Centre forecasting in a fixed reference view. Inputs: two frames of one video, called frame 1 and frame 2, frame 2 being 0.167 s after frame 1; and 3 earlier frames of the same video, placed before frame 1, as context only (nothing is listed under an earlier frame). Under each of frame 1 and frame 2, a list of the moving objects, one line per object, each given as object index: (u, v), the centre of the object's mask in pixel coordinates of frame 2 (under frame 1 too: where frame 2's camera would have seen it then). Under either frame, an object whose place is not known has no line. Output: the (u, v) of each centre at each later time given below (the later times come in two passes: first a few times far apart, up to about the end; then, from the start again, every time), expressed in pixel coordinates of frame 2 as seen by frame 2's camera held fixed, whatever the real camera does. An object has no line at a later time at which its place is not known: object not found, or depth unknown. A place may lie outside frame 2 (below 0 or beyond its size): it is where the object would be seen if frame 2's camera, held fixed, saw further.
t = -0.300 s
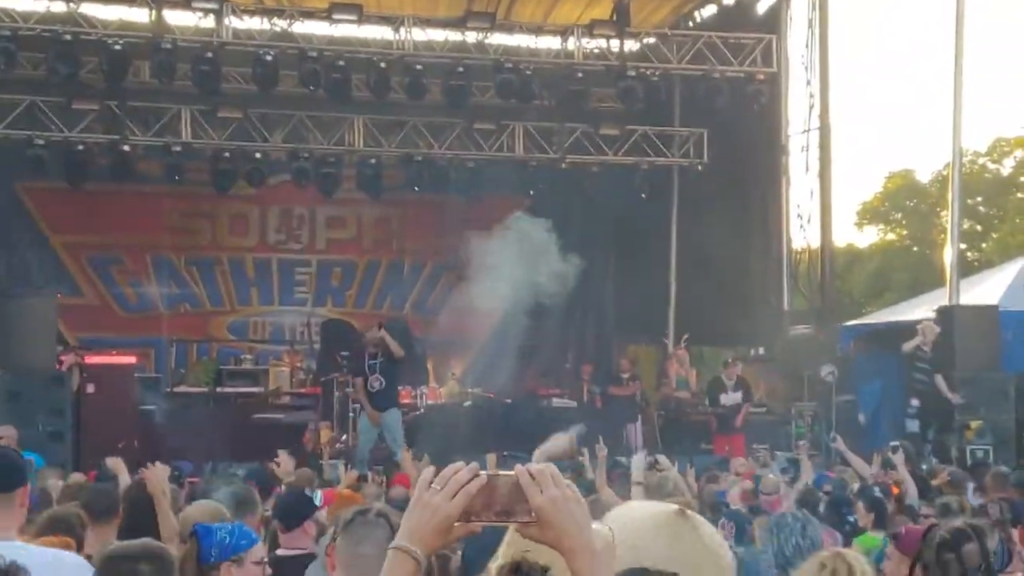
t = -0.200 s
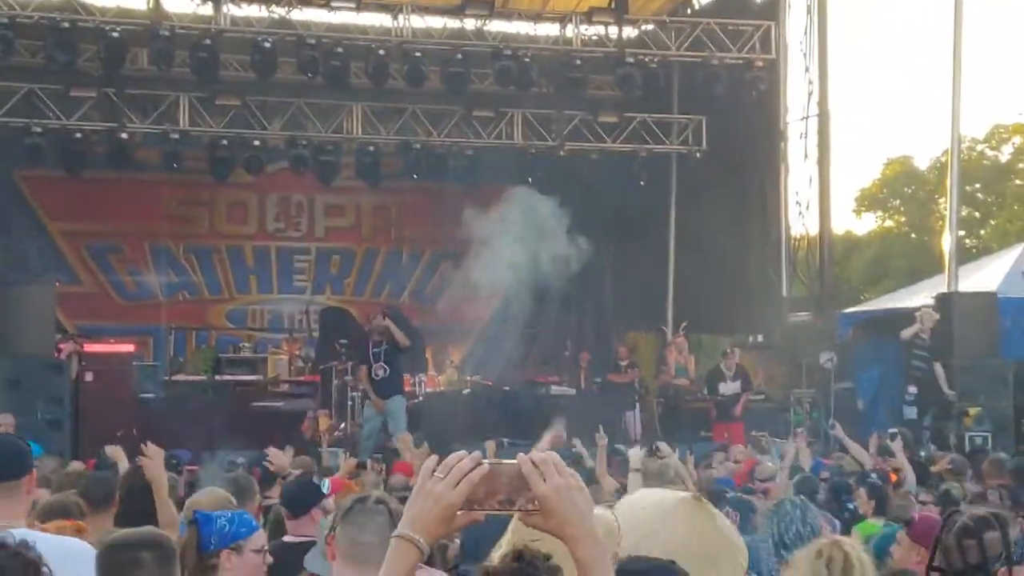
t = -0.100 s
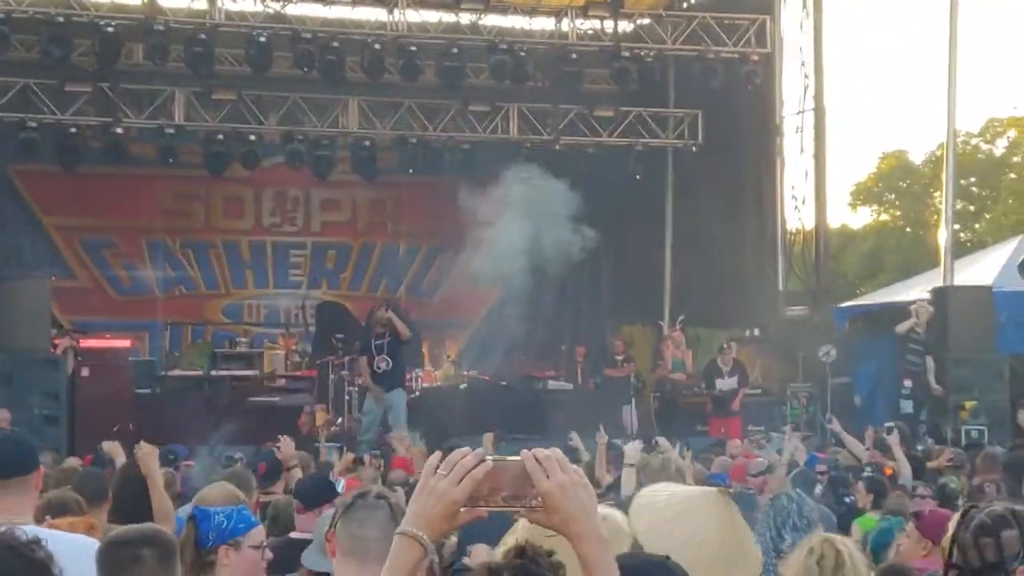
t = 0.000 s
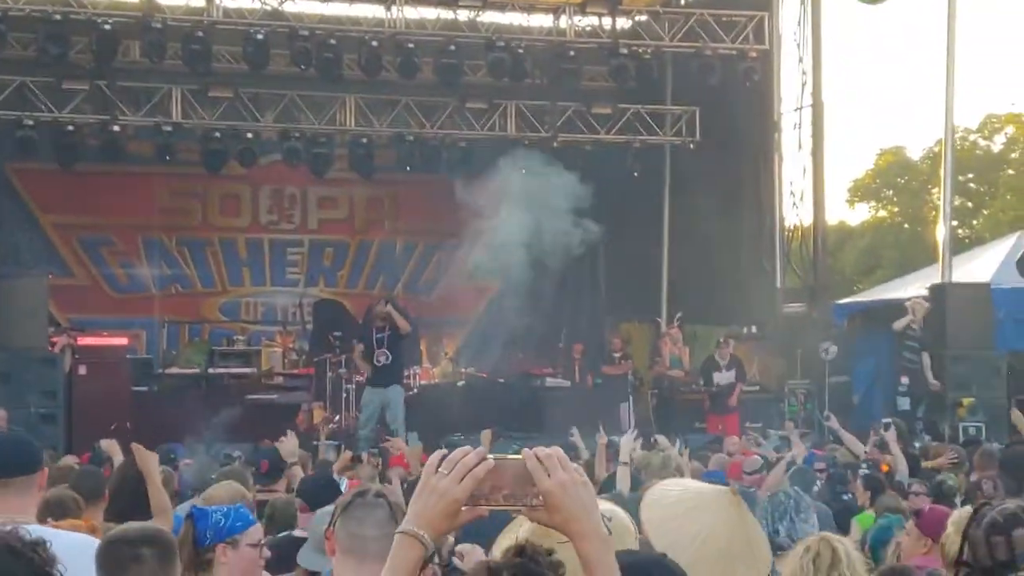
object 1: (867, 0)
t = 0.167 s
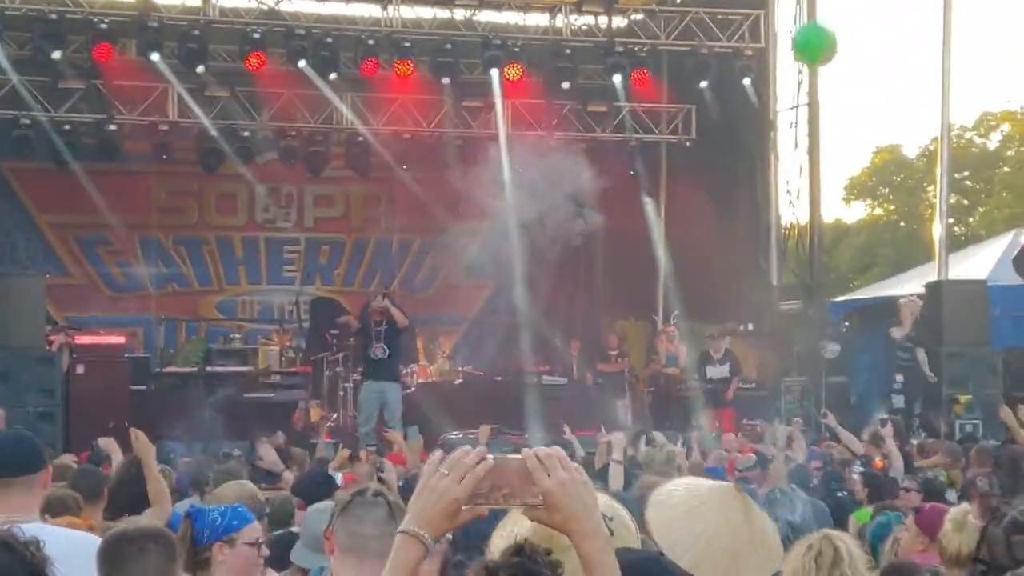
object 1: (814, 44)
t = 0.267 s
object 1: (790, 94)
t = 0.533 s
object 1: (743, 248)
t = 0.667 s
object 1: (737, 329)
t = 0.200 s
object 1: (805, 60)
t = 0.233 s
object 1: (797, 76)
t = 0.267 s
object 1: (790, 94)
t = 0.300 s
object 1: (781, 111)
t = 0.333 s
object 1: (772, 129)
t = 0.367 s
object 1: (766, 148)
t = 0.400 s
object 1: (760, 167)
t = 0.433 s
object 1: (754, 186)
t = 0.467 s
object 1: (751, 208)
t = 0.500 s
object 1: (746, 228)
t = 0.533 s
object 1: (743, 248)
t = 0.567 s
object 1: (739, 270)
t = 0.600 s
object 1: (736, 292)
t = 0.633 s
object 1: (735, 313)
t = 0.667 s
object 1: (737, 329)
